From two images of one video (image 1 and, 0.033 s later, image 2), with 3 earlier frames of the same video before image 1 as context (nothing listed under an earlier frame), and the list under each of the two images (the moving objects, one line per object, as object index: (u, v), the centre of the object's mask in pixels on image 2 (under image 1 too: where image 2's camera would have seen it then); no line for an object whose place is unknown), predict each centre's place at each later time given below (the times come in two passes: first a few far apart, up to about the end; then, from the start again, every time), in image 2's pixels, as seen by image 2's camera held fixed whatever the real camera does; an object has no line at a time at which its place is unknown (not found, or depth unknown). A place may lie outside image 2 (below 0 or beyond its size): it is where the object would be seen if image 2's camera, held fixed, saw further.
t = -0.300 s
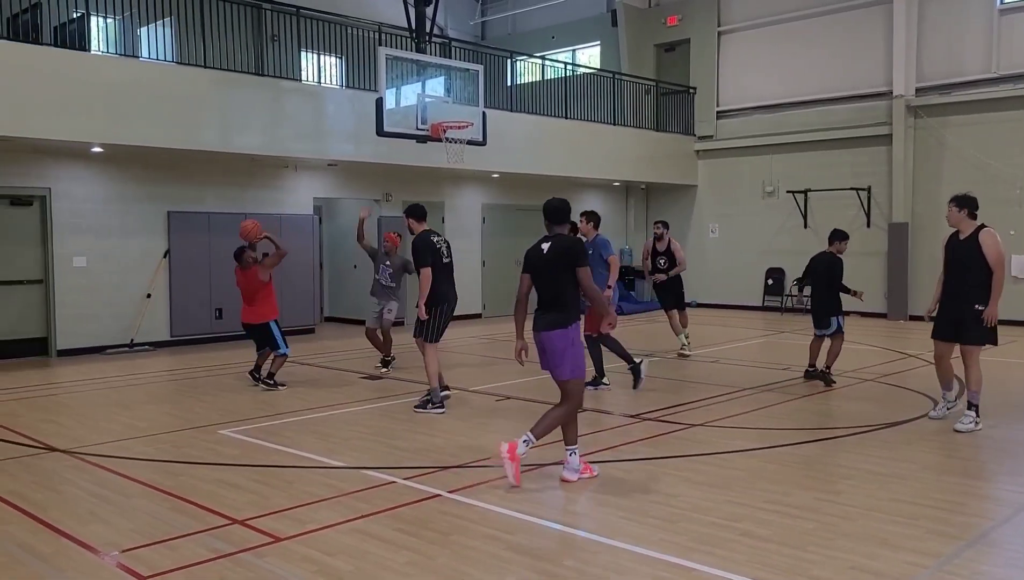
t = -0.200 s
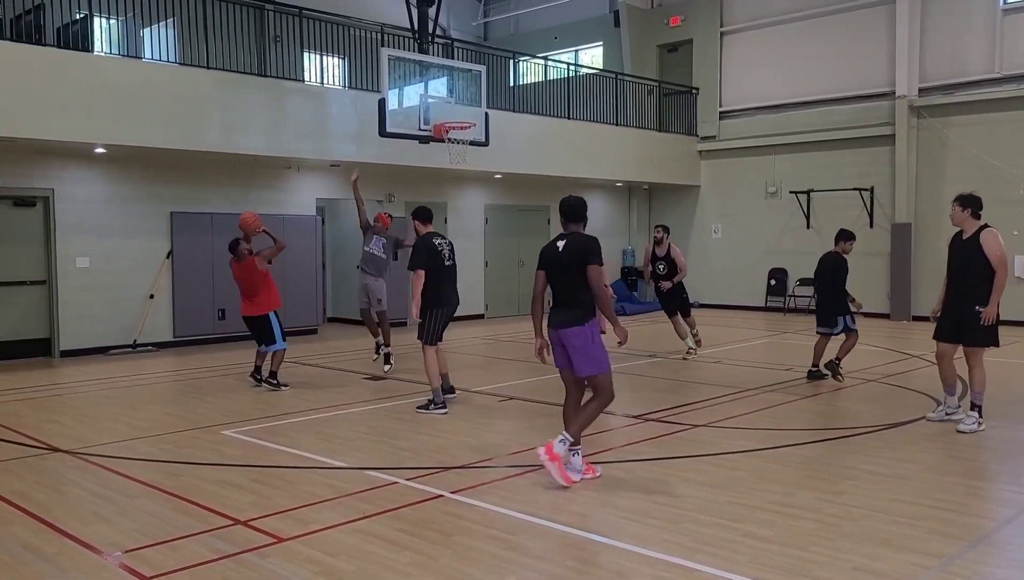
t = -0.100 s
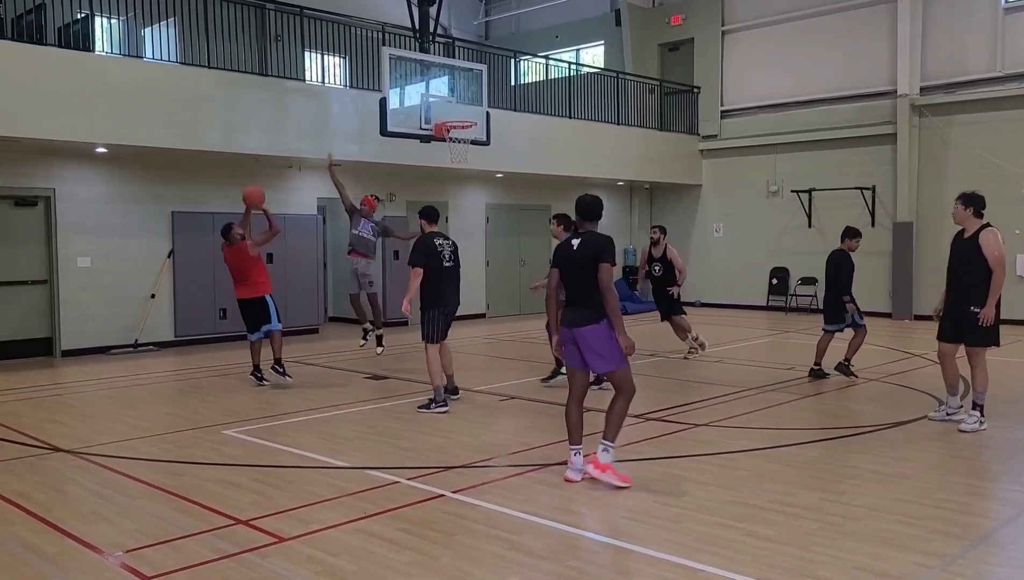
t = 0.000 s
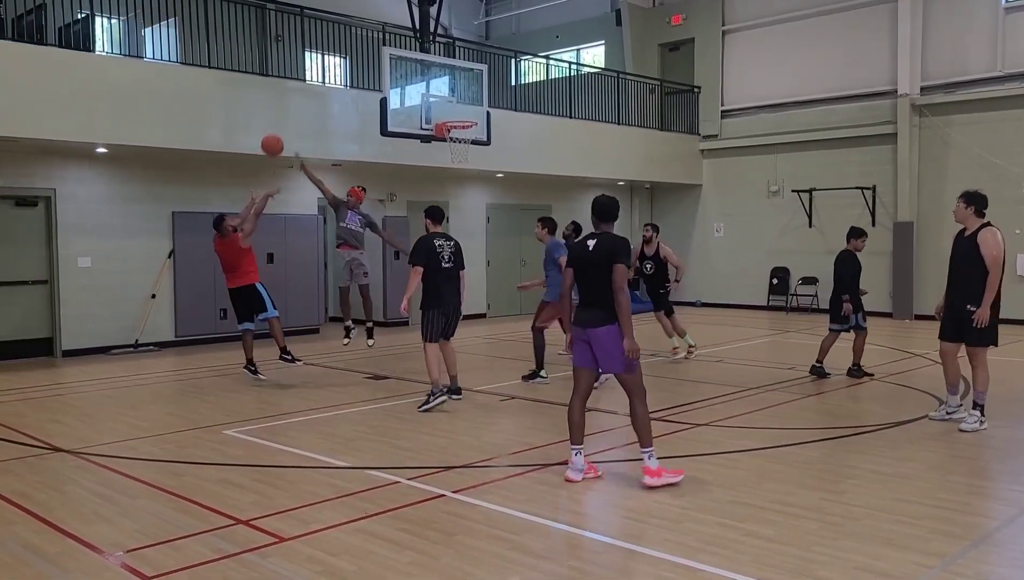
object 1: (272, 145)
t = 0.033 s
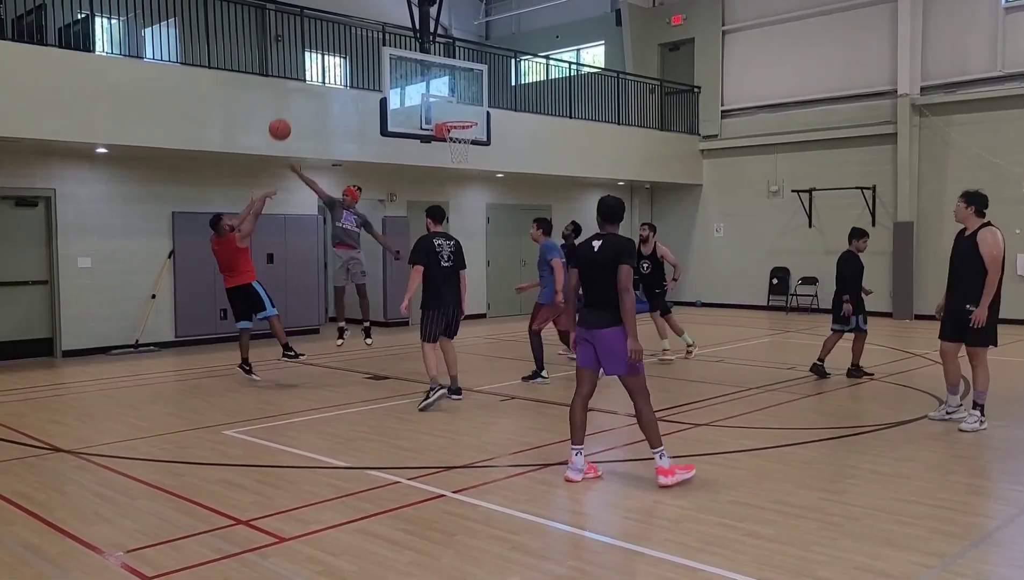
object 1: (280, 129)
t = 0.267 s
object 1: (329, 48)
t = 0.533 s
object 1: (380, 20)
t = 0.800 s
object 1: (426, 49)
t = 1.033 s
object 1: (462, 115)
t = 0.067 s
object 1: (287, 114)
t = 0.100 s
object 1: (294, 100)
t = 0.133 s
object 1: (301, 88)
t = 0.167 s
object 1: (308, 76)
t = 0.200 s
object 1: (315, 66)
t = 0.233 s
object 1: (322, 56)
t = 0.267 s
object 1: (329, 48)
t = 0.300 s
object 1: (335, 41)
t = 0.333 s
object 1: (342, 35)
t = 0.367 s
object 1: (349, 30)
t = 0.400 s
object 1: (355, 26)
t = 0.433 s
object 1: (361, 22)
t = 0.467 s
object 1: (367, 21)
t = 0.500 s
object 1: (374, 20)
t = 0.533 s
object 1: (380, 20)
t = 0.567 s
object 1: (386, 20)
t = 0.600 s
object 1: (392, 22)
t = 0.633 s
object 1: (398, 24)
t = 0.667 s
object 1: (404, 28)
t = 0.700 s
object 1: (409, 32)
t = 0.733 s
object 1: (415, 37)
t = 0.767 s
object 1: (421, 43)
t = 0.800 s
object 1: (426, 49)
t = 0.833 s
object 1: (432, 57)
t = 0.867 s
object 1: (437, 65)
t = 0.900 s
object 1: (441, 73)
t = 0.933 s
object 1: (447, 83)
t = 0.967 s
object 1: (452, 94)
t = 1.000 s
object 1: (457, 104)
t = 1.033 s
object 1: (462, 115)
